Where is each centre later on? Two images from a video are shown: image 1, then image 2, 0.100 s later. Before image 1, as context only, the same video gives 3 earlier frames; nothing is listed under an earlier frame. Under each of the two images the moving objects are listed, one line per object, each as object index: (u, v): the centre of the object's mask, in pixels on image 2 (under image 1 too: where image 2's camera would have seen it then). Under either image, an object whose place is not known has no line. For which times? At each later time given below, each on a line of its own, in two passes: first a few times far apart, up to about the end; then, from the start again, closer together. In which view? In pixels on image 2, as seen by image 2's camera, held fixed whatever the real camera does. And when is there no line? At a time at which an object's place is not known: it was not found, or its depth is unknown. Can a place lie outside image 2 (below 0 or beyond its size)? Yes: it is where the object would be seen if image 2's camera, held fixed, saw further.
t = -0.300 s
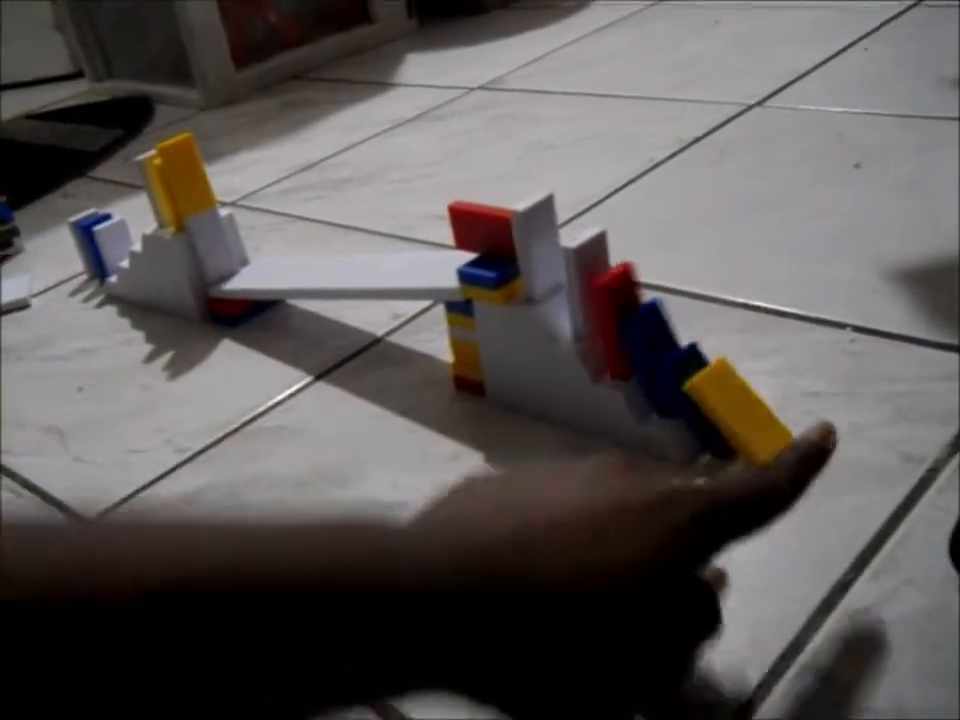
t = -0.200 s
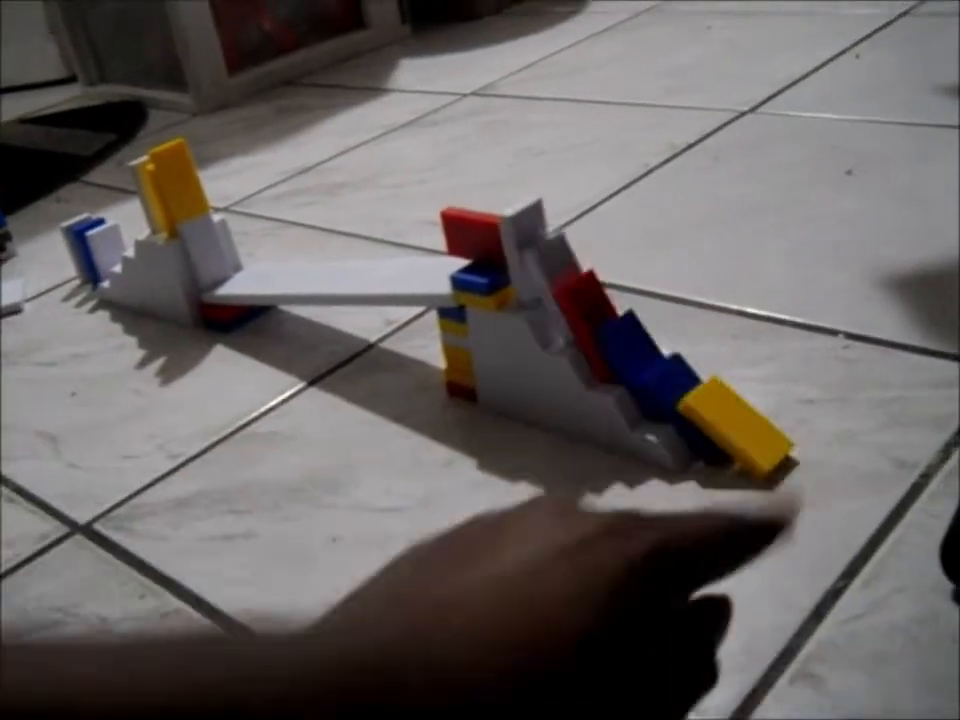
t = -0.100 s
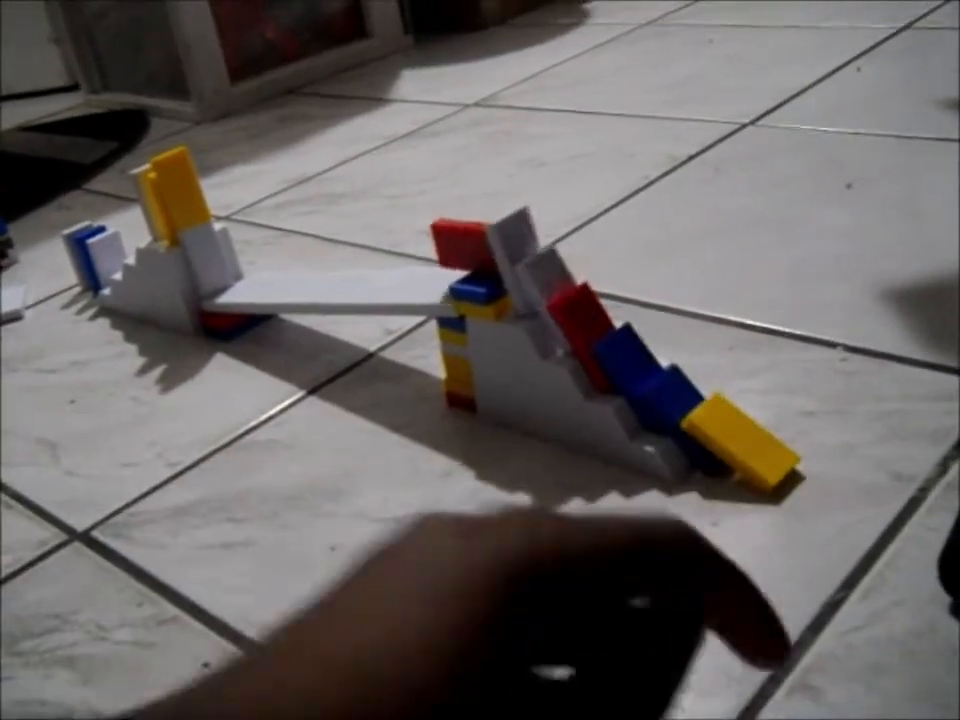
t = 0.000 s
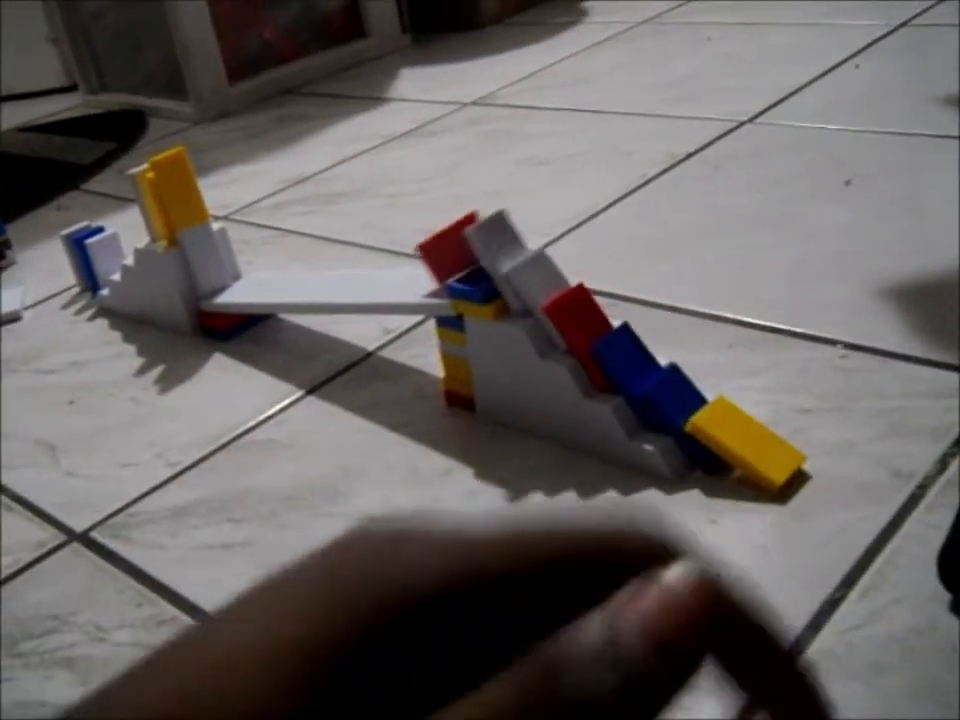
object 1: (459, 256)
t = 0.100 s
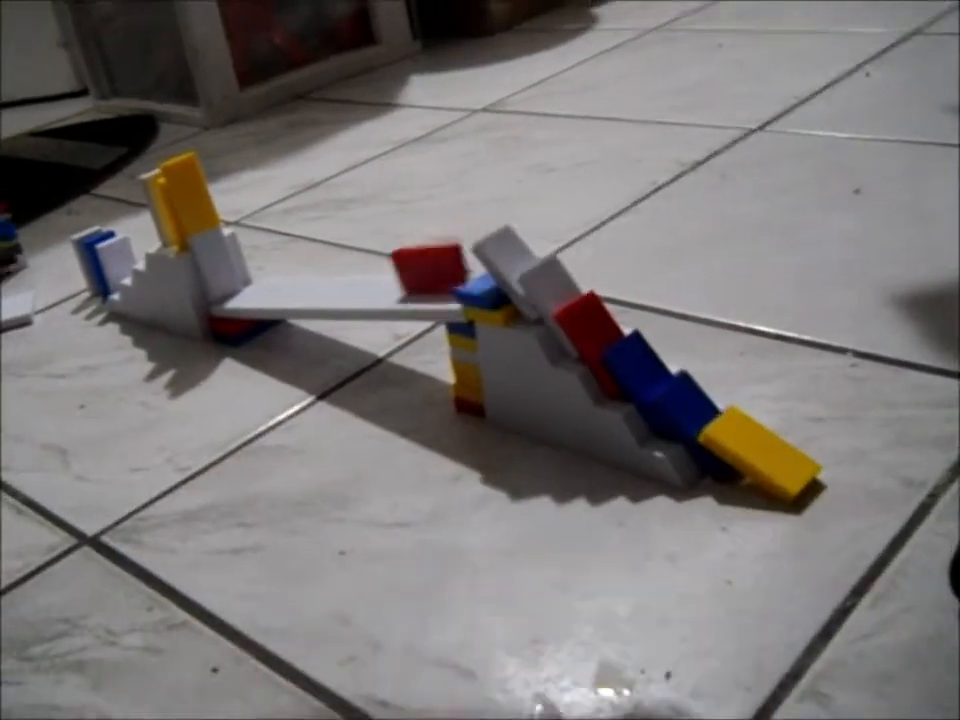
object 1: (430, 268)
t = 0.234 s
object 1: (384, 283)
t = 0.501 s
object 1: (317, 282)
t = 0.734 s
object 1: (295, 284)
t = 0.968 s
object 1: (294, 284)
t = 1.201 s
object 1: (295, 284)
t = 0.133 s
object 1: (417, 270)
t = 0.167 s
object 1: (405, 272)
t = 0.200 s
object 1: (395, 281)
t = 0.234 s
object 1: (384, 283)
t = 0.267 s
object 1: (374, 282)
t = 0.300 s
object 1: (363, 282)
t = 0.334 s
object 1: (354, 282)
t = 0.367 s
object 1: (345, 282)
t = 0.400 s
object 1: (337, 282)
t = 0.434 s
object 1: (330, 282)
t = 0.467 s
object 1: (324, 282)
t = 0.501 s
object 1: (317, 282)
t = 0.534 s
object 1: (311, 283)
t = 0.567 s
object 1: (306, 283)
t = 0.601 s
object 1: (302, 283)
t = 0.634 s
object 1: (299, 283)
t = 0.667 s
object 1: (297, 283)
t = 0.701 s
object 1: (296, 283)
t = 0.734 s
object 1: (295, 284)
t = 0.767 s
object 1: (295, 284)
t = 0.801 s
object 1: (295, 284)
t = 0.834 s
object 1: (295, 284)
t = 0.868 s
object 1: (294, 284)
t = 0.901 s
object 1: (294, 284)
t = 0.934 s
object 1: (294, 284)
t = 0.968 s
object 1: (294, 284)
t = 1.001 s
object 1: (295, 284)
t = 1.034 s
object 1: (295, 284)
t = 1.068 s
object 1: (295, 284)
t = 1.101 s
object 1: (295, 284)
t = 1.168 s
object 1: (295, 284)
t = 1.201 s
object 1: (295, 284)
